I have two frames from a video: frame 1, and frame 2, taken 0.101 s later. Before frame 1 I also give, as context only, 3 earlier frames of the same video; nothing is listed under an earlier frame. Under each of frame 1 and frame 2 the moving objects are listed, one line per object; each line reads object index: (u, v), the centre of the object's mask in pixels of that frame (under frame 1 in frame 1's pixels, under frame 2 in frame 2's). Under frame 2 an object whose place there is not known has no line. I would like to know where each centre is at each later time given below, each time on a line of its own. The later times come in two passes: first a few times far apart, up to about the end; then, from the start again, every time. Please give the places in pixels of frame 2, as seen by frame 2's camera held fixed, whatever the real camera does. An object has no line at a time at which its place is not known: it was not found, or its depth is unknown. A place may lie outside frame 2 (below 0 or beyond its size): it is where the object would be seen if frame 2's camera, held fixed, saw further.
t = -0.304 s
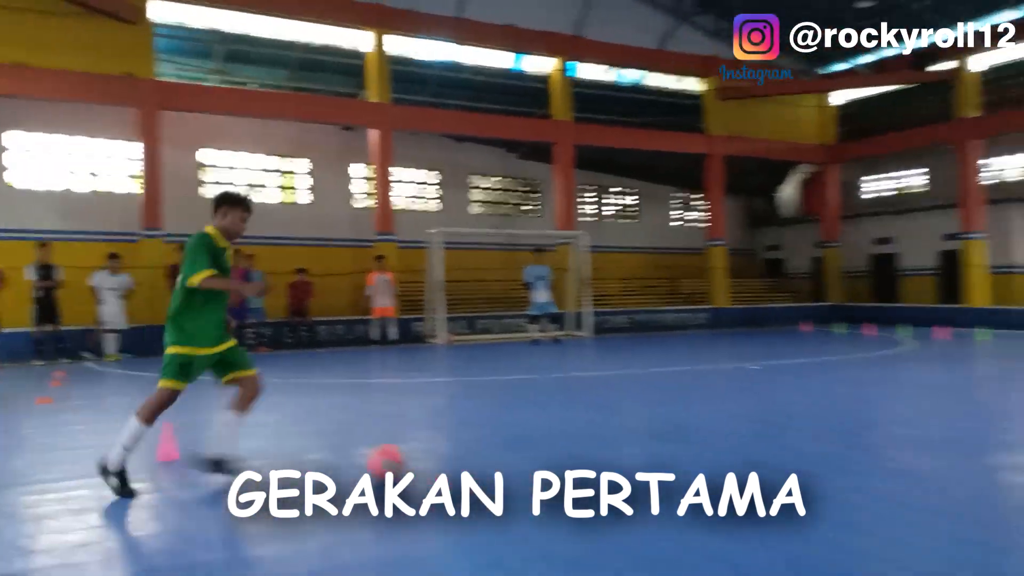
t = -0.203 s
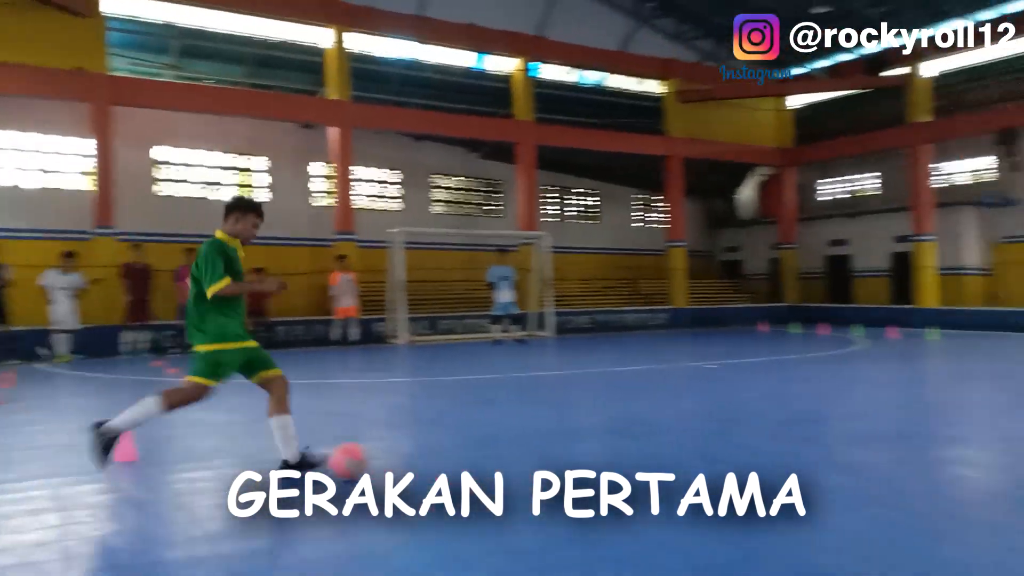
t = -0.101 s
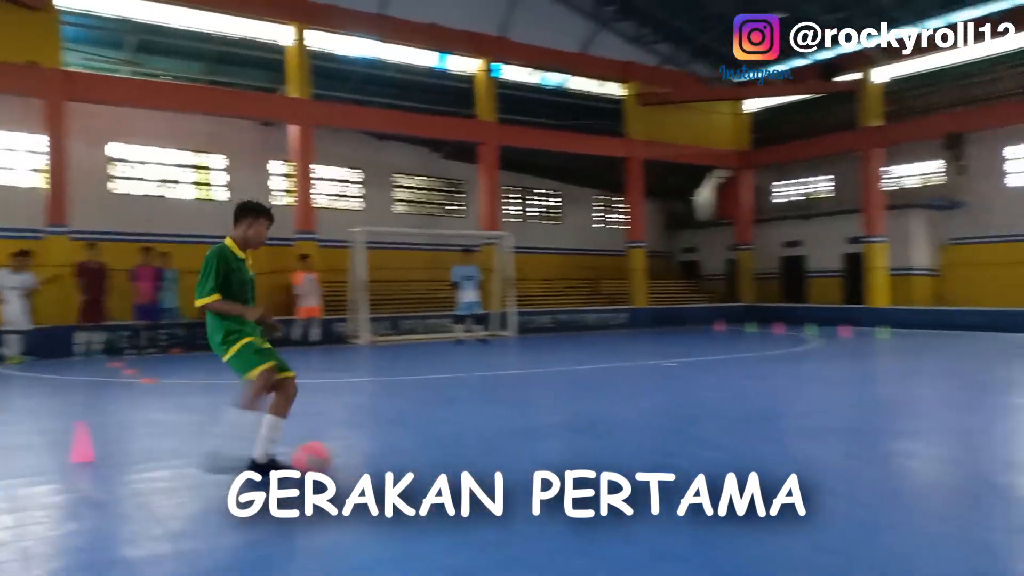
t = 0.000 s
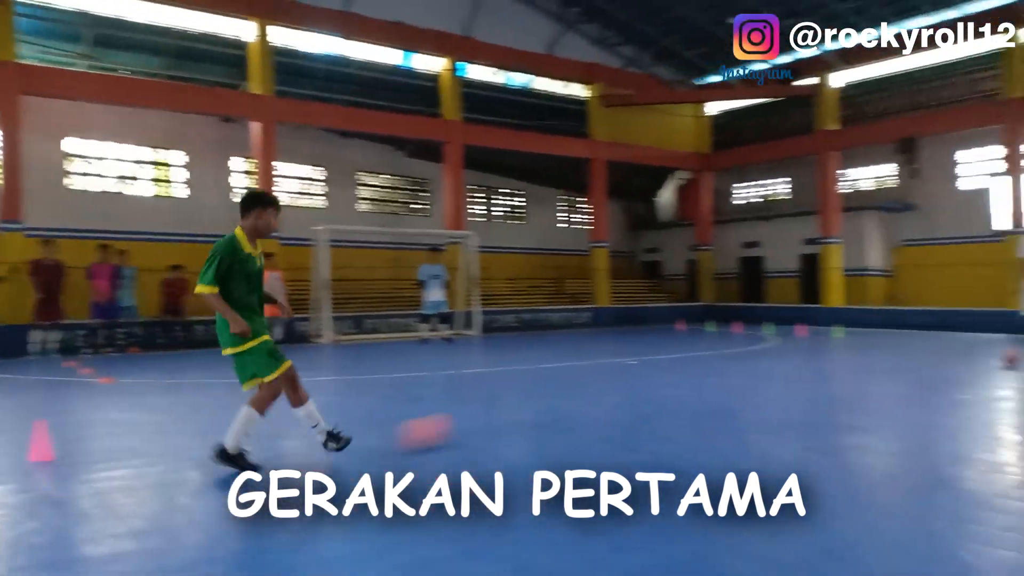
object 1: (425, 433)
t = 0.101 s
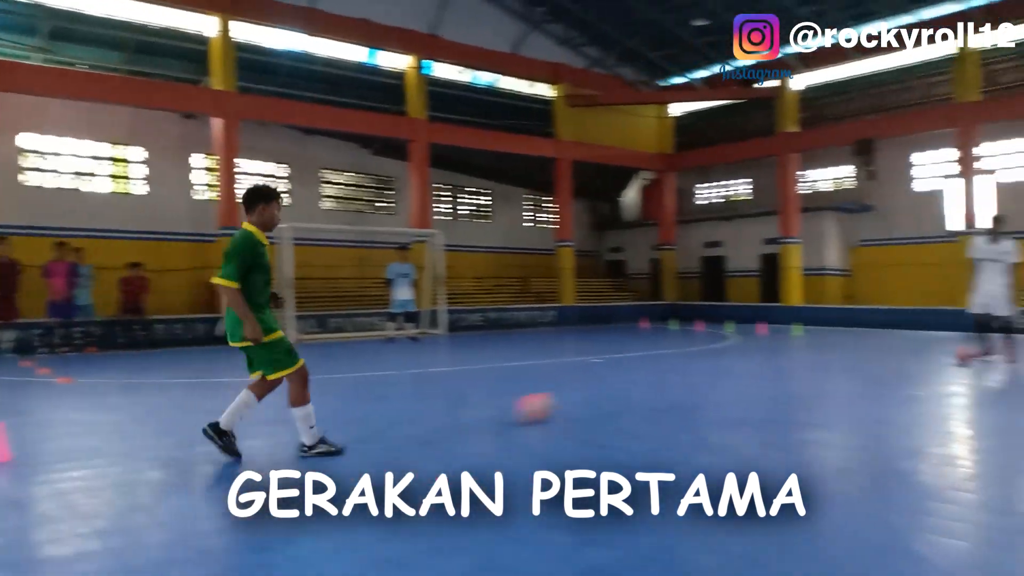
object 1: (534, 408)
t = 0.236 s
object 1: (663, 389)
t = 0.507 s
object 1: (806, 368)
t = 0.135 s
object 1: (572, 403)
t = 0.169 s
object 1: (605, 397)
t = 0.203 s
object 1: (635, 394)
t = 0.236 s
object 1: (663, 389)
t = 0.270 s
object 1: (687, 386)
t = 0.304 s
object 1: (710, 382)
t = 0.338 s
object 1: (729, 378)
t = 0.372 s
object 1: (747, 376)
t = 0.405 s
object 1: (765, 375)
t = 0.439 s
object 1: (780, 373)
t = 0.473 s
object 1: (793, 371)
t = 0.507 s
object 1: (806, 368)
